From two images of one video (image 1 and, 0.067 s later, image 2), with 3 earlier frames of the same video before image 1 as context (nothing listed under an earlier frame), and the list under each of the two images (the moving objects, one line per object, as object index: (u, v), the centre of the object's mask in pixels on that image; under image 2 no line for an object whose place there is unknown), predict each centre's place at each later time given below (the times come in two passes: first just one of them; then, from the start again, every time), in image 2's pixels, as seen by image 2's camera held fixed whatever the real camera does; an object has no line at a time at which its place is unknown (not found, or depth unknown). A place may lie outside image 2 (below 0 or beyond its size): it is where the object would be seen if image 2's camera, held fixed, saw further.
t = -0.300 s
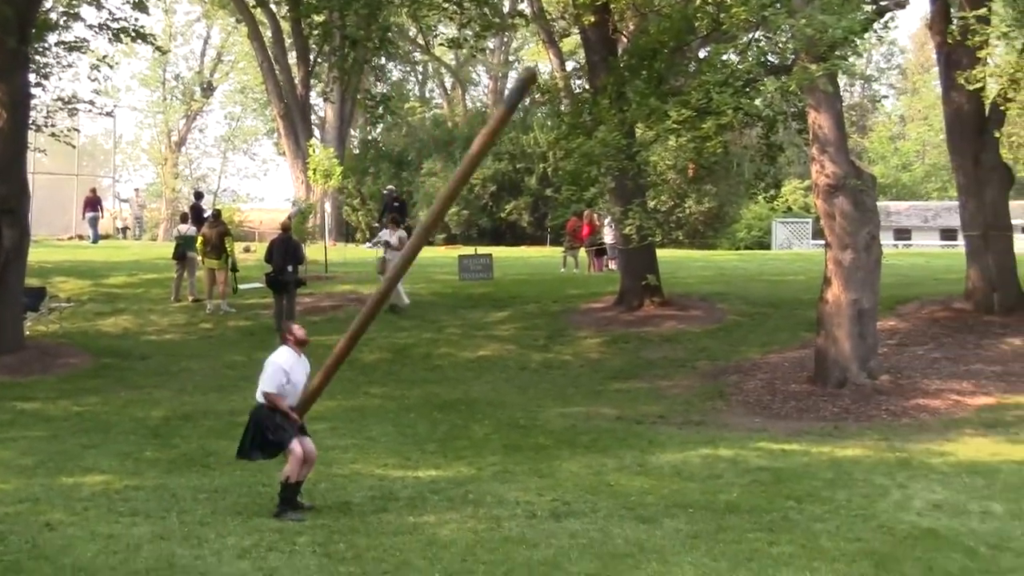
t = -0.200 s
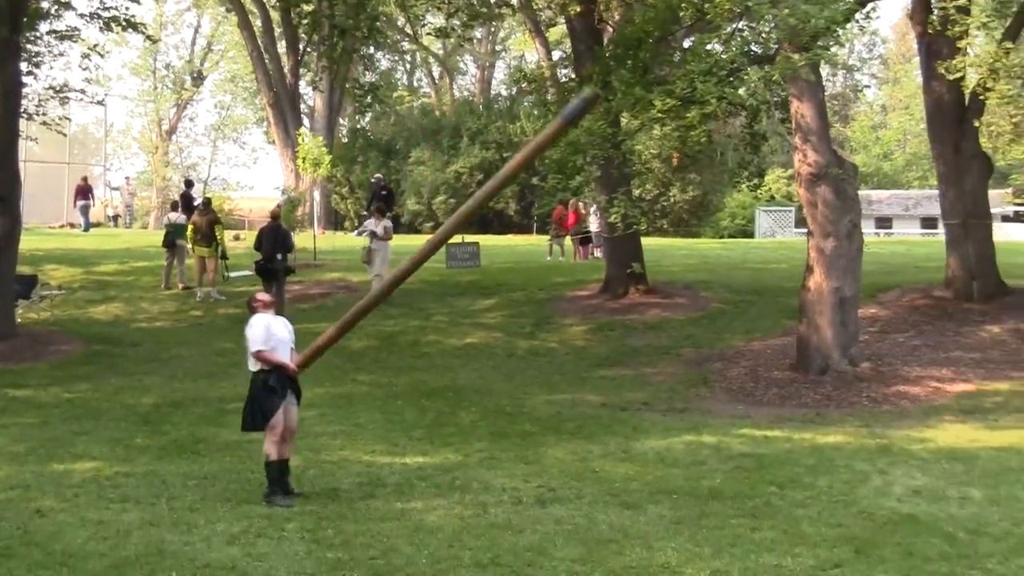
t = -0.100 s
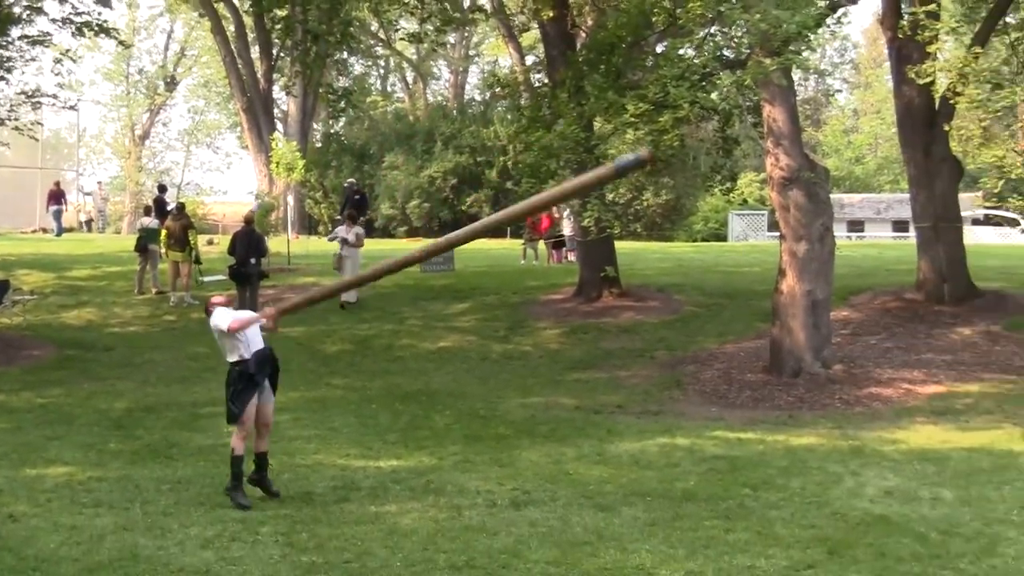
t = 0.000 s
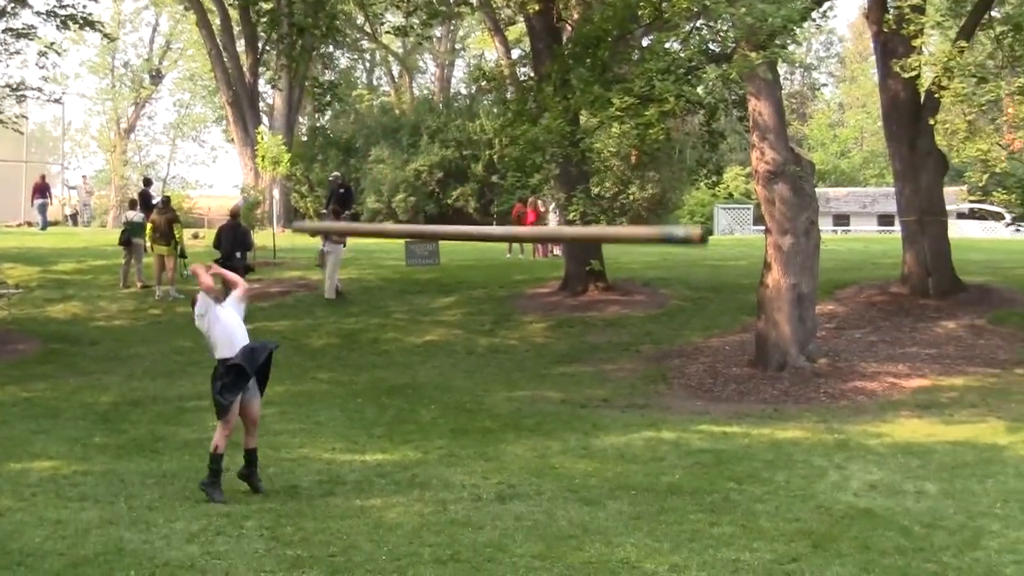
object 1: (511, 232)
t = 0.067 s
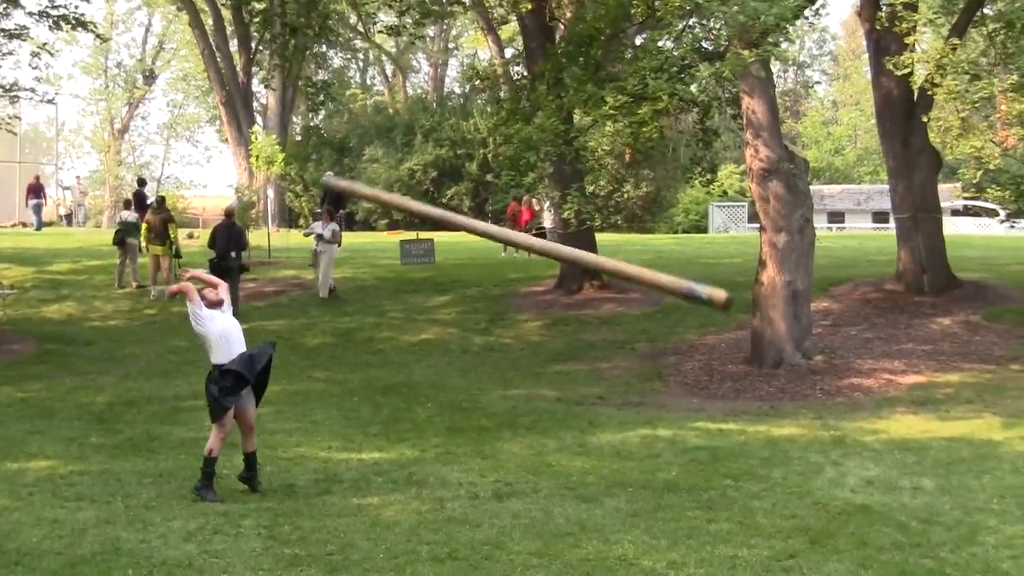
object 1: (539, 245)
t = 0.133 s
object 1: (570, 264)
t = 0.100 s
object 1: (554, 252)
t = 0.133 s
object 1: (570, 264)
